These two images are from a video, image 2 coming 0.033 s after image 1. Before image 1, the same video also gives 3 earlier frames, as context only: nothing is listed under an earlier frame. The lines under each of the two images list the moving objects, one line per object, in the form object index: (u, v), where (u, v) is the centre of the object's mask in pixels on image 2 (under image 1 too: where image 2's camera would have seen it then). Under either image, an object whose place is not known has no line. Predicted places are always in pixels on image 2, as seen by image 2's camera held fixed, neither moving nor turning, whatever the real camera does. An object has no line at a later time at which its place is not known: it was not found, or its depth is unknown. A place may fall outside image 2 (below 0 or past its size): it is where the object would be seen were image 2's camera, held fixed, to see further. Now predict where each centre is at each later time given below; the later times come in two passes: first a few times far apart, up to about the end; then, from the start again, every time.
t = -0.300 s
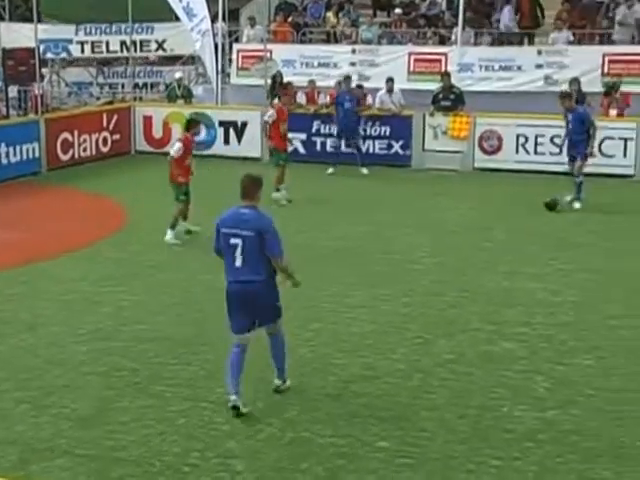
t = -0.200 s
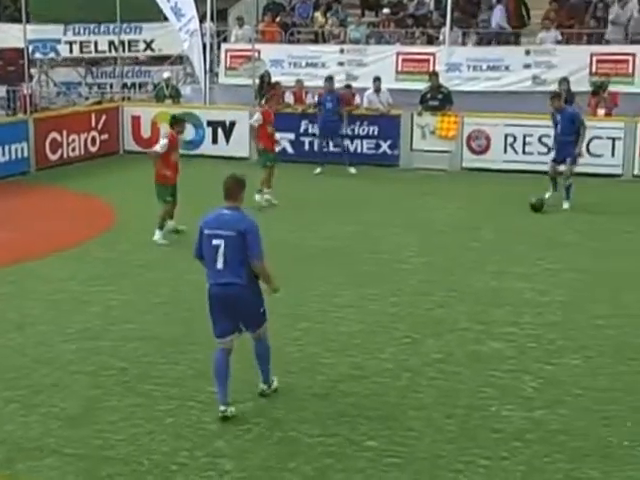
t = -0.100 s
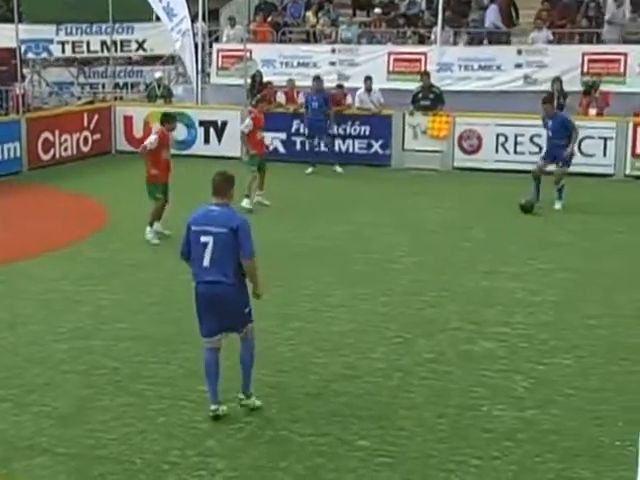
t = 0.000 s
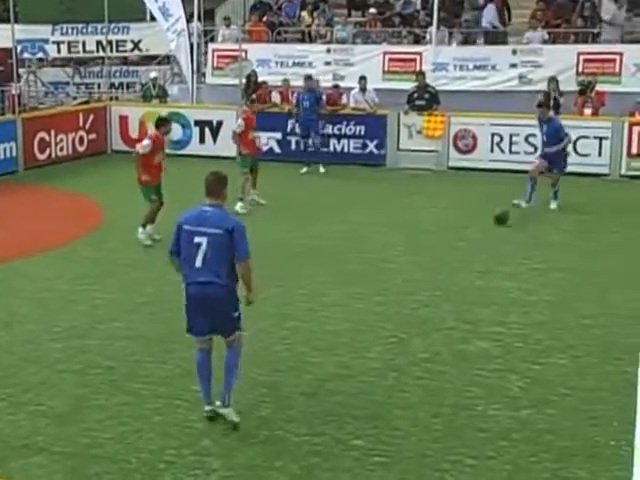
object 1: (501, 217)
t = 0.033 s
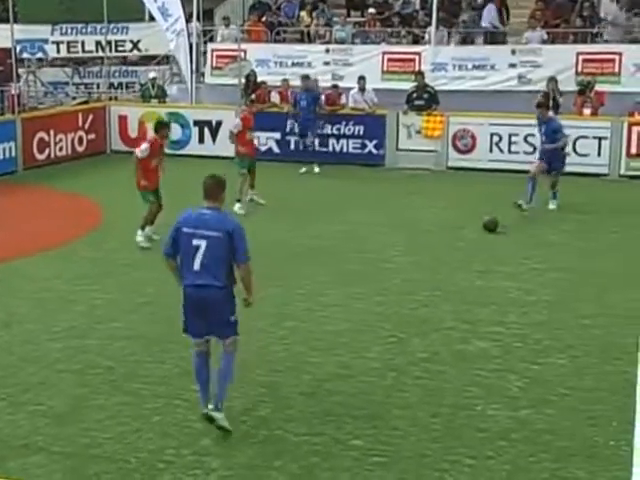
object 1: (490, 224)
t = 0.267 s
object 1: (418, 265)
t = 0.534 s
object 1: (316, 322)
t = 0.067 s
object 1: (481, 230)
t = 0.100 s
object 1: (472, 233)
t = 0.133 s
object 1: (462, 238)
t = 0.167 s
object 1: (452, 244)
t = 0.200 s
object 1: (441, 252)
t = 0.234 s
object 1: (429, 261)
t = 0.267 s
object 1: (418, 265)
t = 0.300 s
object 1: (407, 270)
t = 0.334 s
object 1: (396, 276)
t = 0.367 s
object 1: (383, 284)
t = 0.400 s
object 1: (370, 297)
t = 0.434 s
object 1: (357, 302)
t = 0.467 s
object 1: (344, 307)
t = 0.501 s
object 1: (330, 314)
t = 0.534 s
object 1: (316, 322)
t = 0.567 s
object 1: (301, 332)
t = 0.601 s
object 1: (286, 340)
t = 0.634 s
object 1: (270, 347)
